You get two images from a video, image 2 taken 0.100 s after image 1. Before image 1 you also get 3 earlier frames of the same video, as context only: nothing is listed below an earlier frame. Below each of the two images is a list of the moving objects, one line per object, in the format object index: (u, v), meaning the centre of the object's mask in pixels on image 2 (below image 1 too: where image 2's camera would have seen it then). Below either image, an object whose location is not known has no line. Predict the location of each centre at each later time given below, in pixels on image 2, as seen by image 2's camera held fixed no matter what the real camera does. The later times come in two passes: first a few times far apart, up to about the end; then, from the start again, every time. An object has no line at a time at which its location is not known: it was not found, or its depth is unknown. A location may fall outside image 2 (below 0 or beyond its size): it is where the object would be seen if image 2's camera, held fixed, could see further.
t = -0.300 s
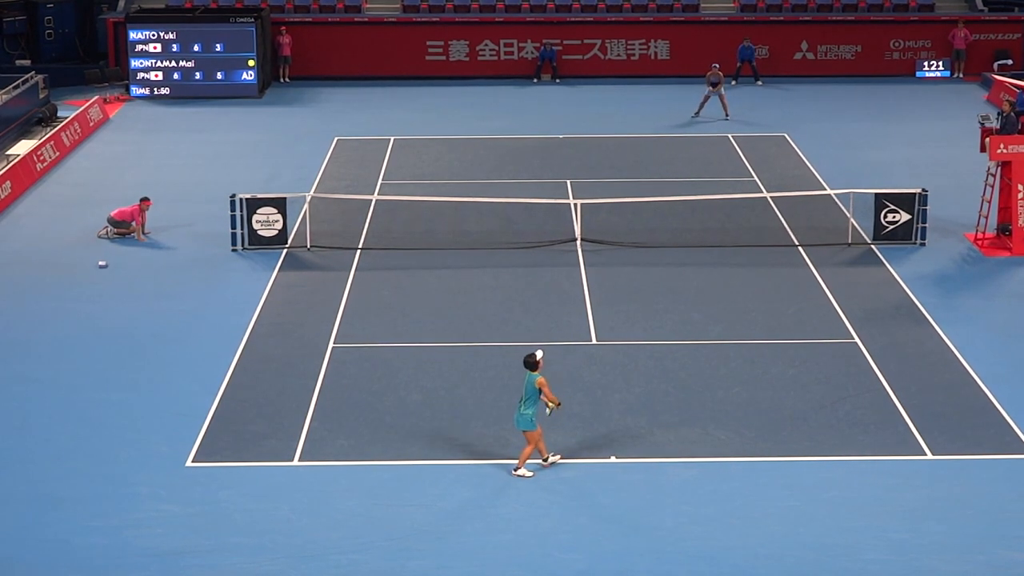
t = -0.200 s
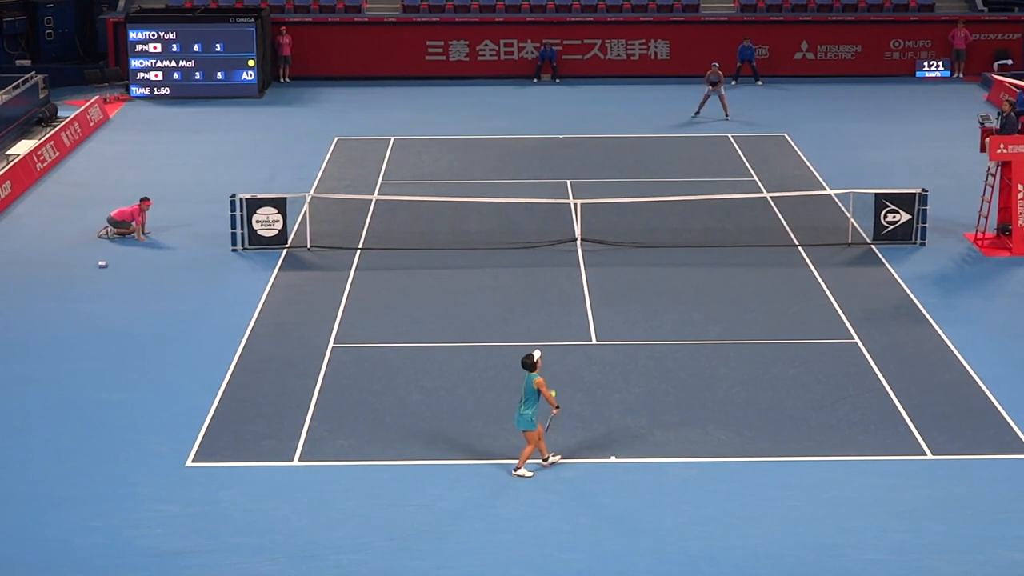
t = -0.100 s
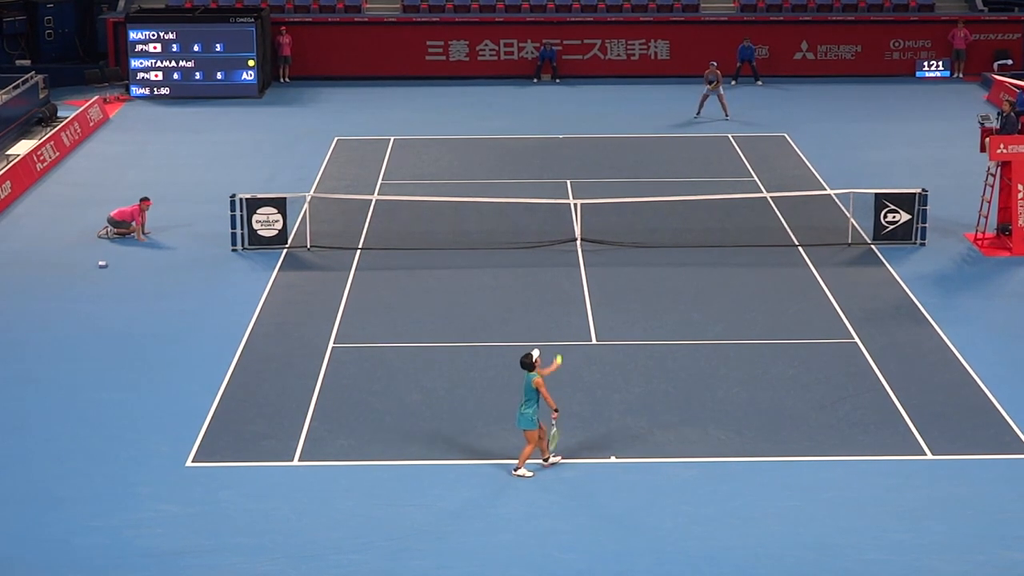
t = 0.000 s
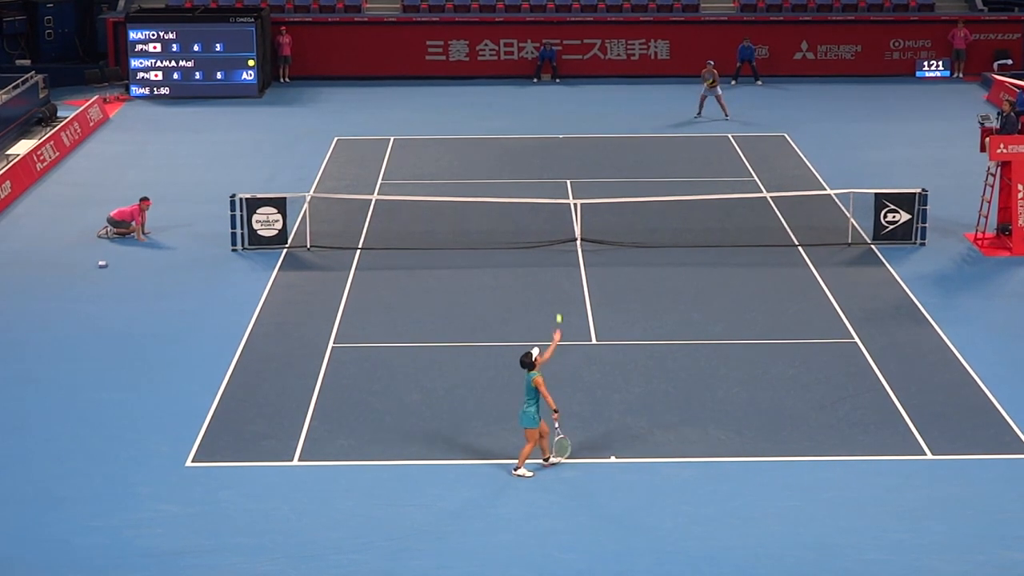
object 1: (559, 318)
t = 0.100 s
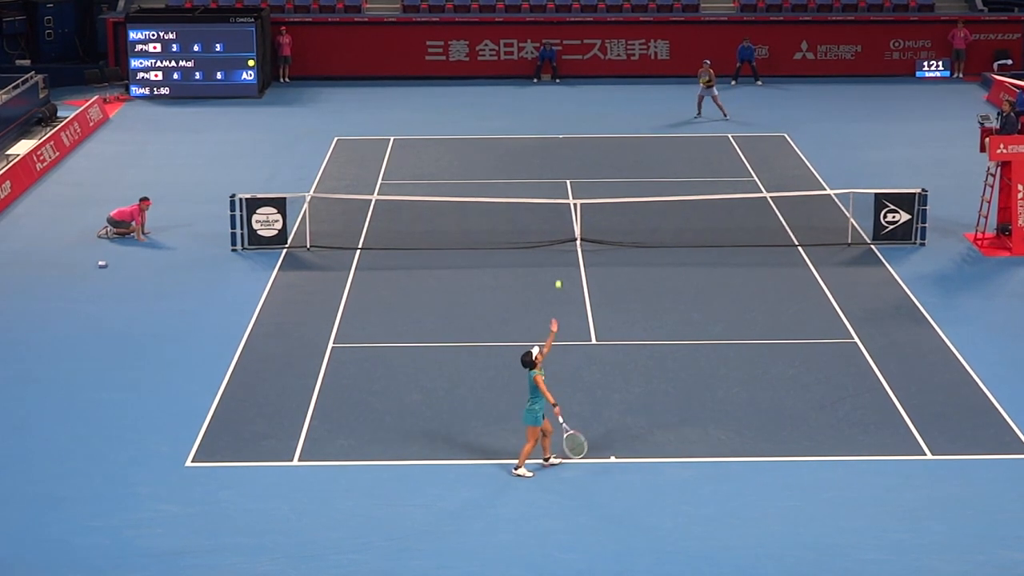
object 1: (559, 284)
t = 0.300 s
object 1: (557, 238)
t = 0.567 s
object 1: (556, 223)
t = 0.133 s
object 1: (557, 275)
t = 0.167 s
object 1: (558, 265)
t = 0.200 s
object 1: (558, 257)
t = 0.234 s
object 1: (558, 250)
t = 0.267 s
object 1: (557, 243)
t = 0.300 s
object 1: (557, 238)
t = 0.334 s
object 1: (557, 233)
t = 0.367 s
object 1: (557, 229)
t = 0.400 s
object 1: (557, 226)
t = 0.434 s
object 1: (556, 224)
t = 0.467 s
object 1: (556, 222)
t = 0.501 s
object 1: (556, 222)
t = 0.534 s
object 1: (556, 222)
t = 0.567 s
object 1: (556, 223)
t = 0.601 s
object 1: (556, 225)
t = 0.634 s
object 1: (556, 227)
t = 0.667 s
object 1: (555, 231)
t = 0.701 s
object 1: (555, 235)
